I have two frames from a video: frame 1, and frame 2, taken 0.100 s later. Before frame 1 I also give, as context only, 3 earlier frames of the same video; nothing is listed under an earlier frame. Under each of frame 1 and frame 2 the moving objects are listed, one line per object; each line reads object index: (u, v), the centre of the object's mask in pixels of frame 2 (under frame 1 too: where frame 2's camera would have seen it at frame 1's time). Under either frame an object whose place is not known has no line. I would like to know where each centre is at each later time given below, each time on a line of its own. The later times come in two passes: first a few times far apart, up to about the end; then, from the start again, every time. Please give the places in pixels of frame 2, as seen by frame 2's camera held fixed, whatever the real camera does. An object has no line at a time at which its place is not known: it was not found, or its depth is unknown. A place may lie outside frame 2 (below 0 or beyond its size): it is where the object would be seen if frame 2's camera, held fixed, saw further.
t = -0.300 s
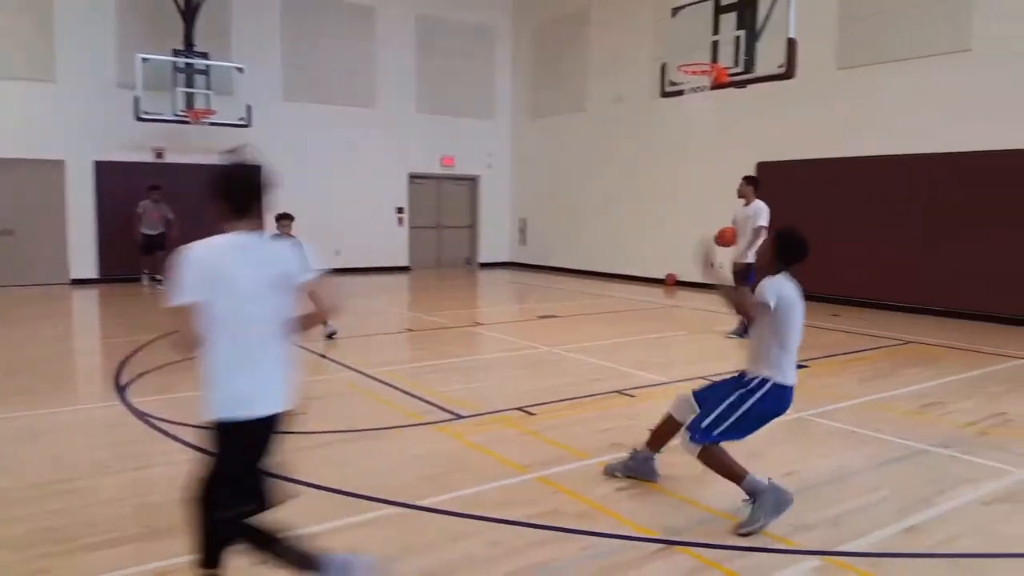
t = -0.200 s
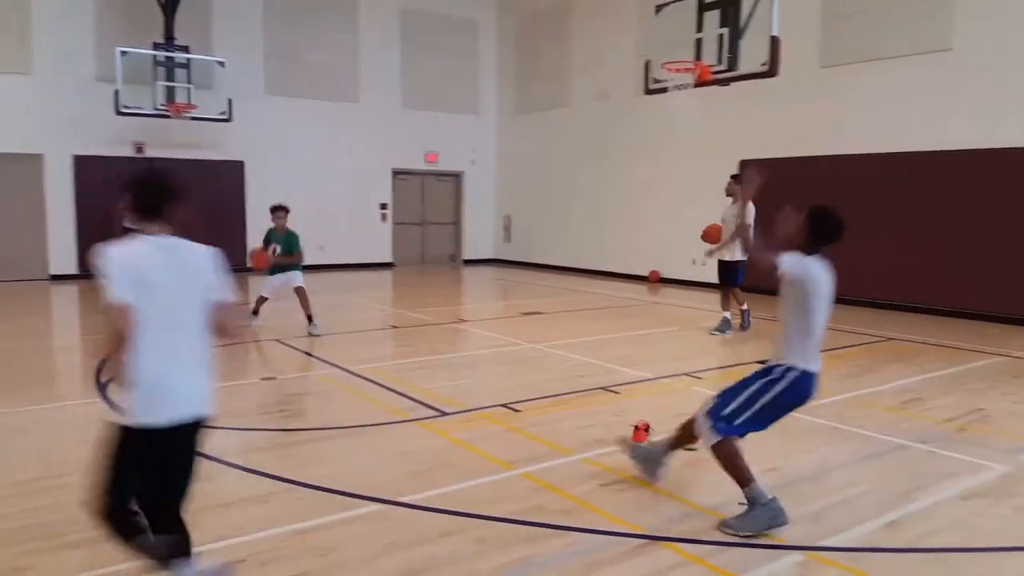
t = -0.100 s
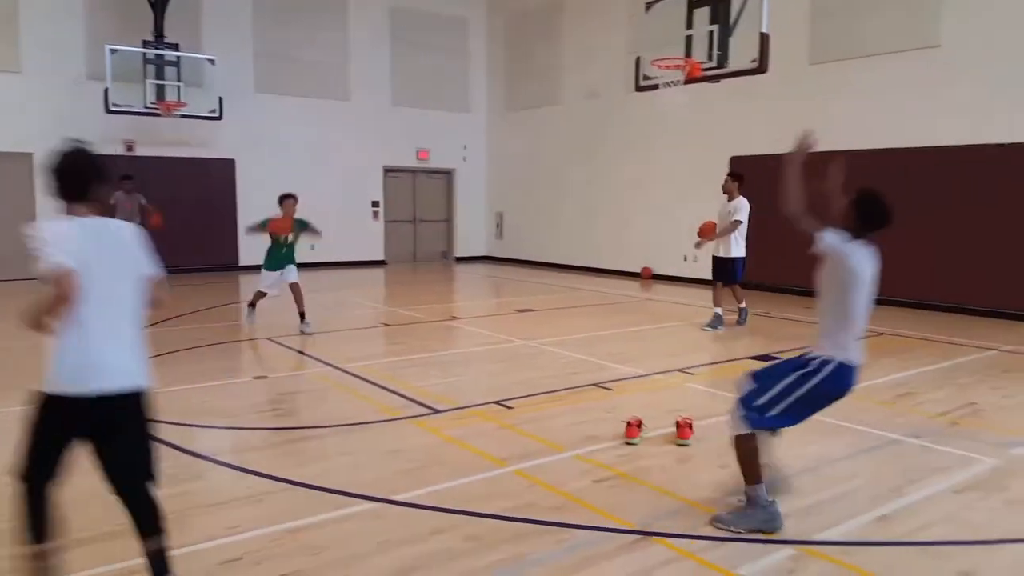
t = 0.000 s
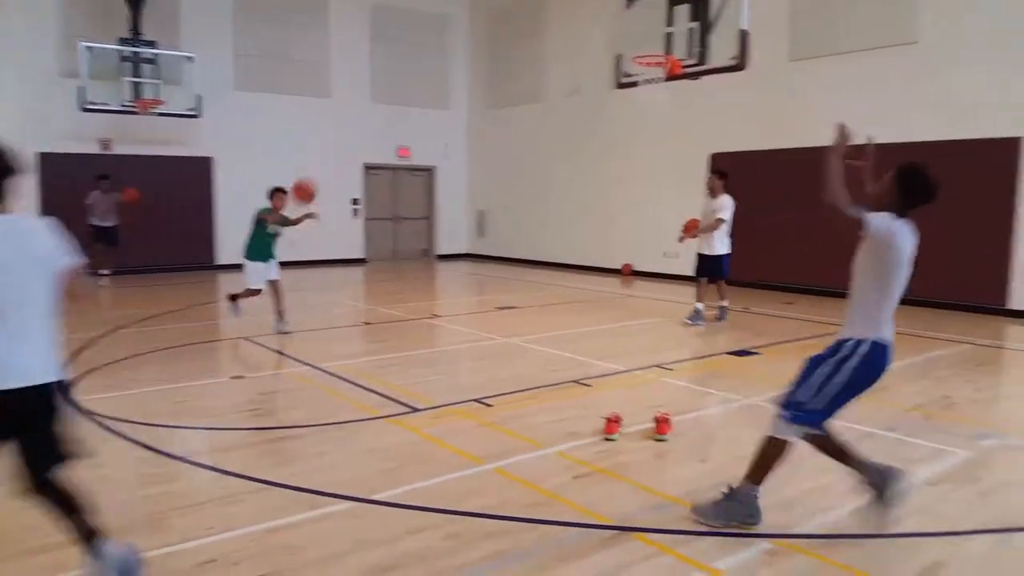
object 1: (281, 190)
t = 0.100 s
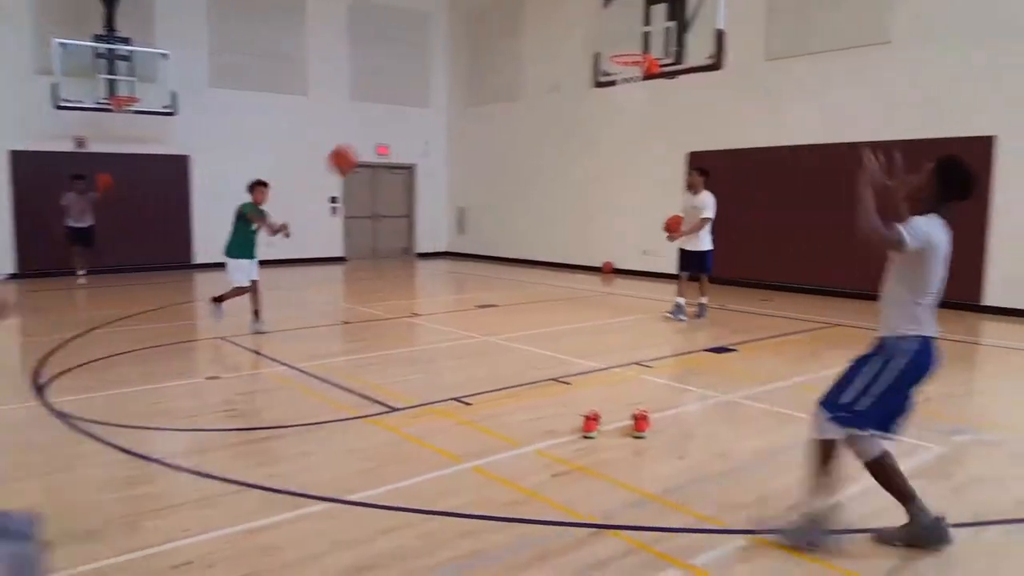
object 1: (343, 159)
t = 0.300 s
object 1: (502, 113)
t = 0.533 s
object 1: (798, 107)
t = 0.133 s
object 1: (365, 150)
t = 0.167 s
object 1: (388, 142)
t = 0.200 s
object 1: (415, 134)
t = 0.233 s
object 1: (442, 126)
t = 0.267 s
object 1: (471, 120)
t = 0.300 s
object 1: (502, 113)
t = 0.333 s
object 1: (535, 109)
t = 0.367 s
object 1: (571, 105)
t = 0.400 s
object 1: (610, 102)
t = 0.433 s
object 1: (651, 101)
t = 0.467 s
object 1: (695, 101)
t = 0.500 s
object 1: (744, 103)
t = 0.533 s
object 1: (798, 107)
